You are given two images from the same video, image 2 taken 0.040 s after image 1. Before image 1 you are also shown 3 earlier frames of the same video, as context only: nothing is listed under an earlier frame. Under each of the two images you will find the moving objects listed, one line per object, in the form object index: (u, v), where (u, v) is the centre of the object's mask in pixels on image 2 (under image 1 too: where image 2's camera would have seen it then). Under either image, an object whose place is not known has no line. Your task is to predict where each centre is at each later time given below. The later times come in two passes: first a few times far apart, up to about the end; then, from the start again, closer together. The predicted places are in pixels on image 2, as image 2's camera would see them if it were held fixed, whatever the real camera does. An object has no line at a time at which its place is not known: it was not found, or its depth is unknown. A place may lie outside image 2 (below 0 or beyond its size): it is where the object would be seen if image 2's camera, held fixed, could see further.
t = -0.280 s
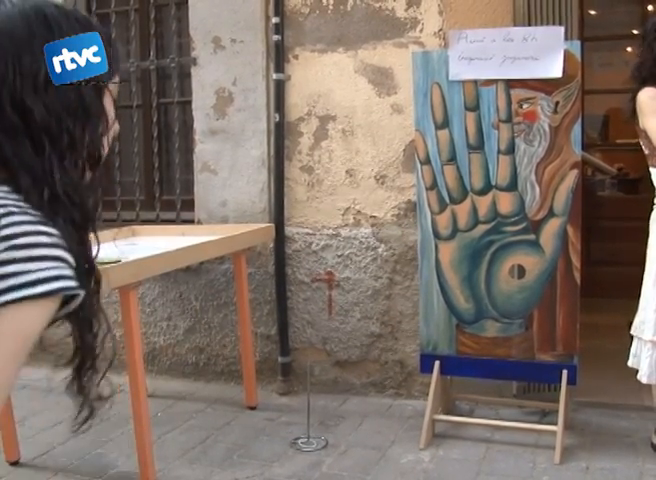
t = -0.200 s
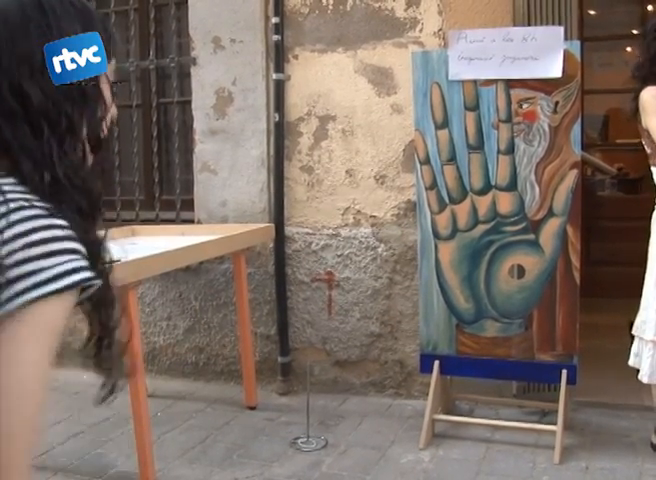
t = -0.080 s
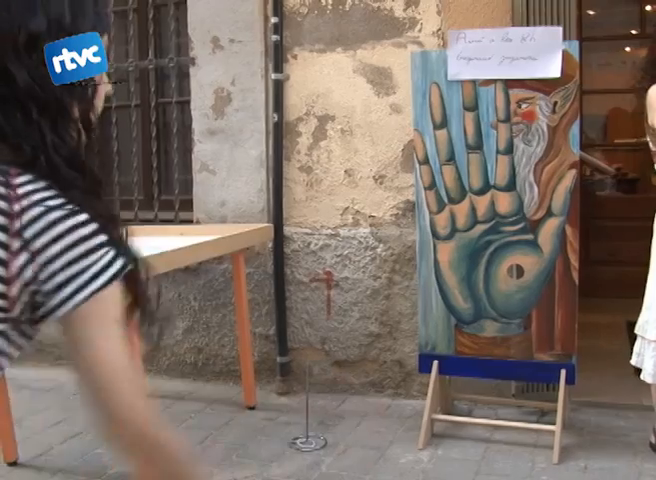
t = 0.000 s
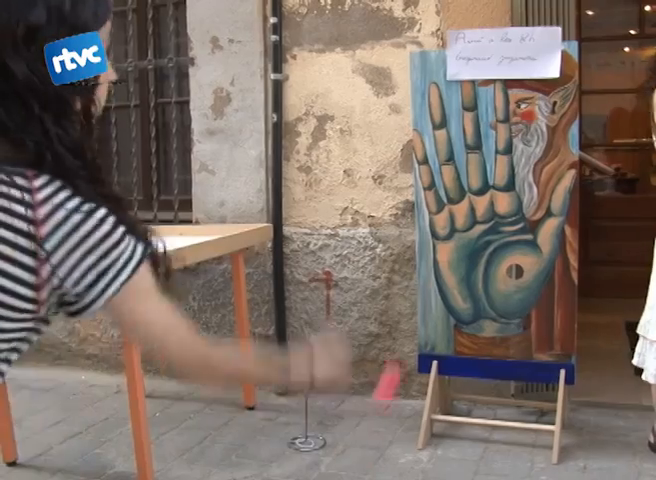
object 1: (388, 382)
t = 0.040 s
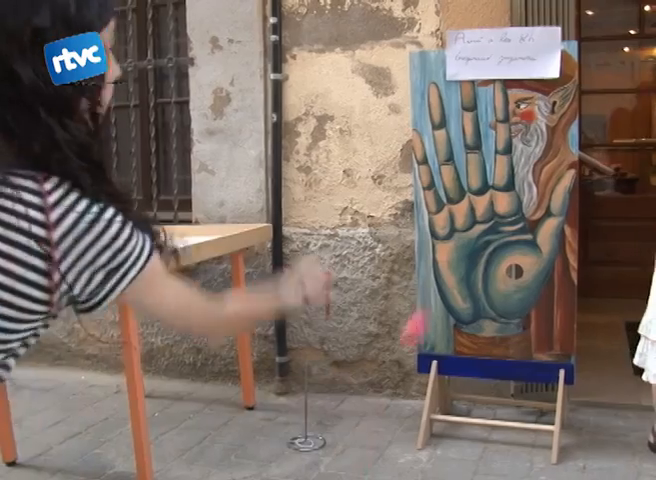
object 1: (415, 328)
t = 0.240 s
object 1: (493, 231)
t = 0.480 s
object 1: (480, 316)
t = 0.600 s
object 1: (459, 440)
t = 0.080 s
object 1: (436, 287)
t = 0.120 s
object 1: (456, 260)
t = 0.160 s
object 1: (471, 243)
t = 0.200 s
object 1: (482, 233)
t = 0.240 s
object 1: (493, 231)
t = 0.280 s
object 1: (502, 232)
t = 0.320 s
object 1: (502, 238)
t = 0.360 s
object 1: (497, 249)
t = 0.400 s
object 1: (491, 266)
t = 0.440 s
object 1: (486, 288)
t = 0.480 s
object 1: (480, 316)
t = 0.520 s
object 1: (473, 352)
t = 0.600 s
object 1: (459, 440)
